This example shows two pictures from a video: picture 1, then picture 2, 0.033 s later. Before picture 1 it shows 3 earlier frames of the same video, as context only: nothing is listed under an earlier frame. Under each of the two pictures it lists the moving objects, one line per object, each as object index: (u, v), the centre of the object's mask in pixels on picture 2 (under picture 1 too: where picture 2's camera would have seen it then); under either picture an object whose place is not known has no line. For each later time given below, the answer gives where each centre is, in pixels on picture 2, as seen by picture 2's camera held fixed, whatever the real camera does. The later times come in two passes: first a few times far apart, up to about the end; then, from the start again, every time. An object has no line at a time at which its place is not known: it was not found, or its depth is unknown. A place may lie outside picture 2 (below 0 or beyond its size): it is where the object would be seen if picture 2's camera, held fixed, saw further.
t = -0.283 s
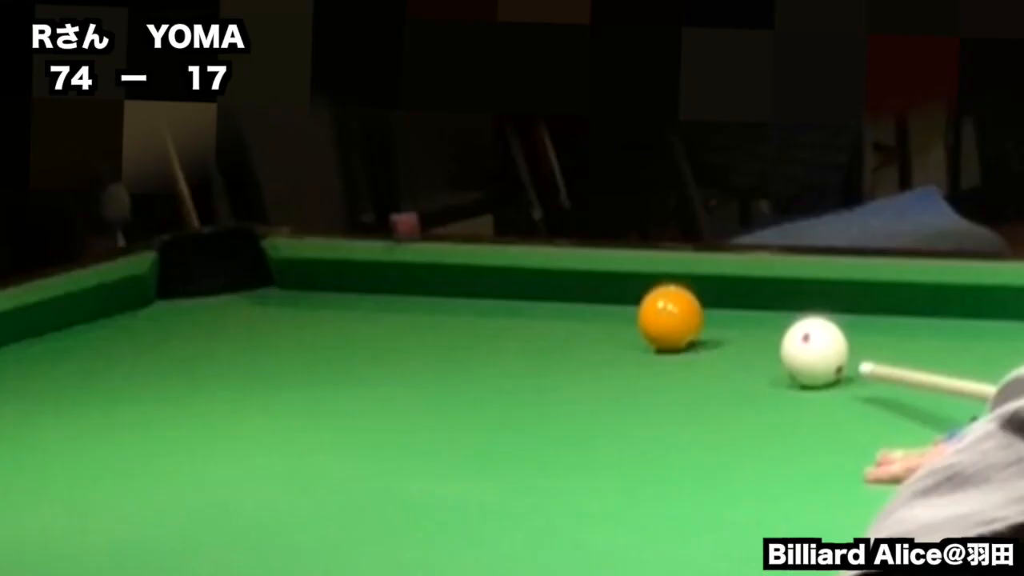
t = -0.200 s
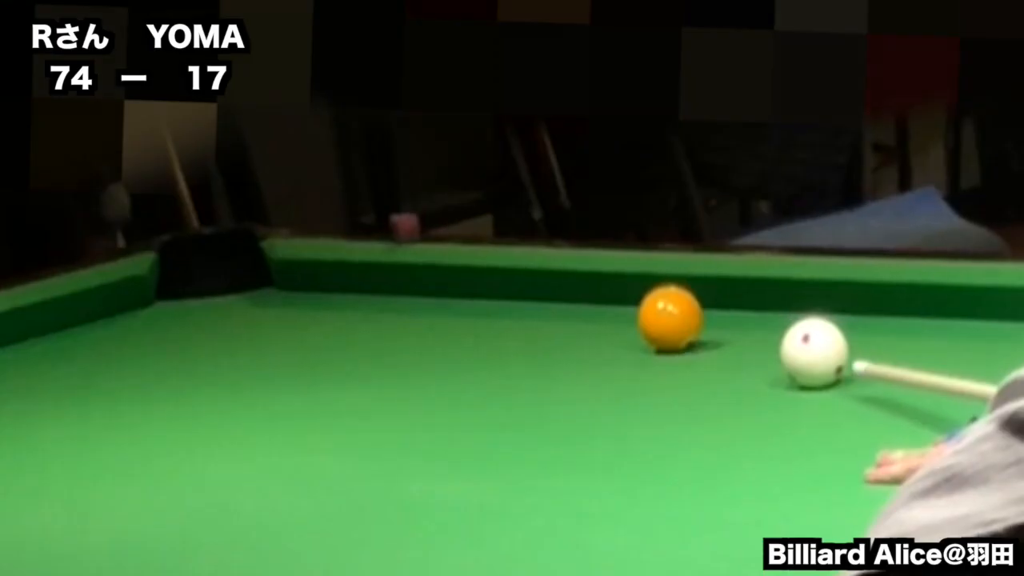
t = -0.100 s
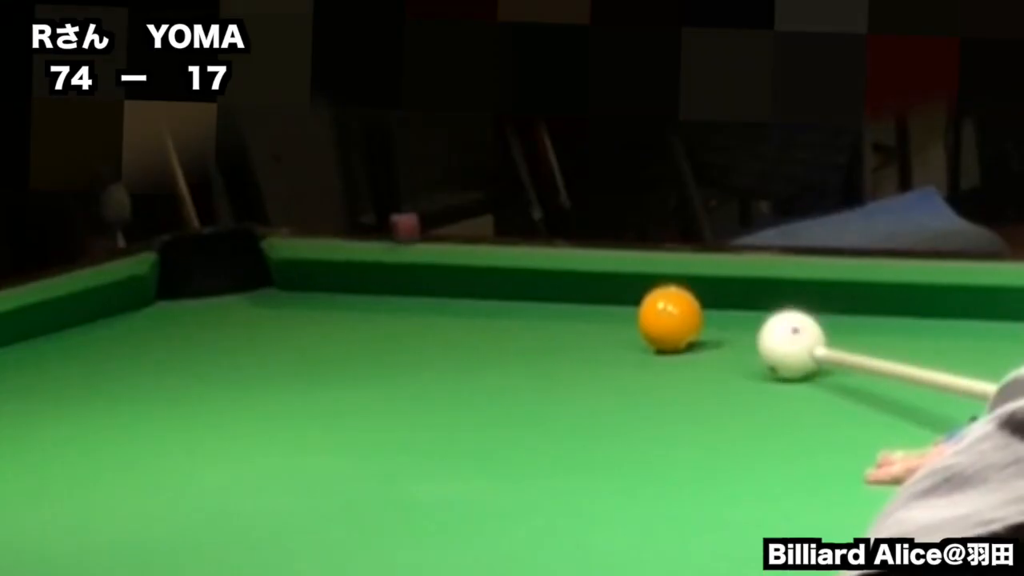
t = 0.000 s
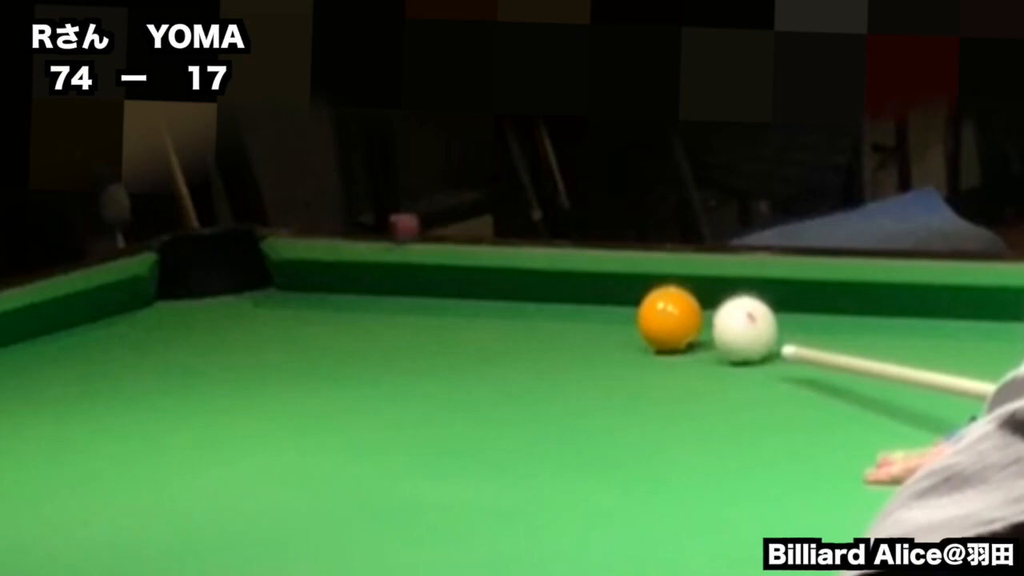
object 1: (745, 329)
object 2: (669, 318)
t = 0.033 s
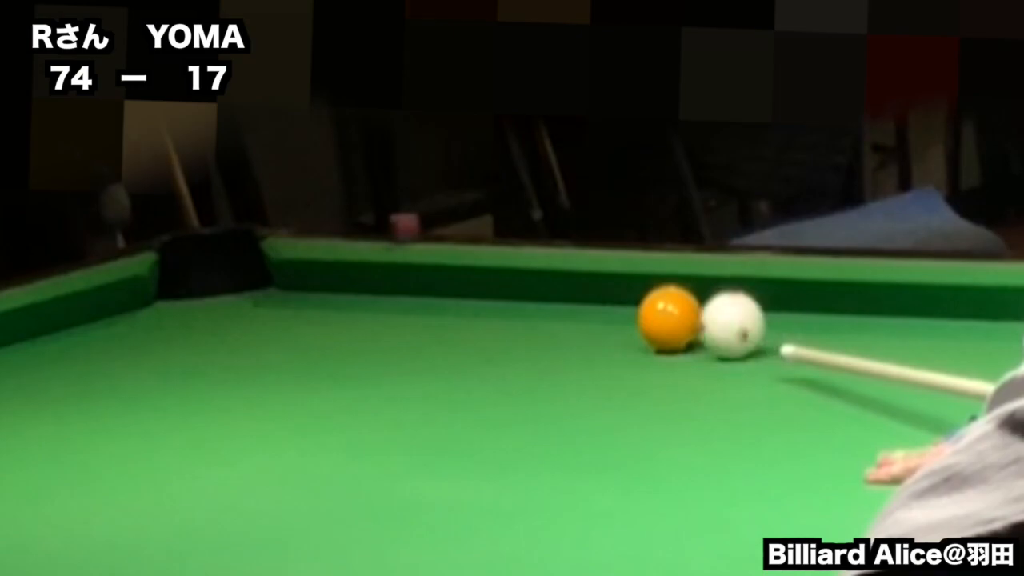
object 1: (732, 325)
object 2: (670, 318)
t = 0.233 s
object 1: (747, 305)
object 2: (597, 315)
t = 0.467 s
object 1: (754, 296)
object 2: (517, 310)
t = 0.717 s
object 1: (725, 306)
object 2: (439, 304)
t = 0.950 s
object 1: (698, 314)
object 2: (371, 300)
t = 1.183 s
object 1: (674, 321)
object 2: (309, 296)
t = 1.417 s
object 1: (653, 327)
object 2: (251, 293)
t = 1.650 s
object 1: (635, 332)
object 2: (198, 289)
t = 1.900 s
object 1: (618, 338)
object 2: (152, 286)
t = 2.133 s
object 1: (607, 341)
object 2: (178, 287)
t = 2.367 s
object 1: (598, 343)
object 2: (201, 288)
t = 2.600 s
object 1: (591, 344)
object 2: (221, 289)
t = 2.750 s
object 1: (590, 343)
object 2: (232, 288)
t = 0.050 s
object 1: (726, 323)
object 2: (668, 318)
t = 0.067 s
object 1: (722, 320)
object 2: (665, 318)
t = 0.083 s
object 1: (725, 319)
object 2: (659, 318)
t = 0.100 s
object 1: (729, 318)
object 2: (650, 317)
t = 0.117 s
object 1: (732, 315)
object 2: (642, 316)
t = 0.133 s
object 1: (734, 315)
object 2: (634, 317)
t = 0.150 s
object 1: (736, 313)
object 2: (627, 316)
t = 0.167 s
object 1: (738, 311)
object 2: (621, 316)
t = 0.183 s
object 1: (741, 310)
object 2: (614, 315)
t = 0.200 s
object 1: (743, 309)
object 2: (609, 315)
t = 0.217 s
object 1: (745, 307)
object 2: (603, 315)
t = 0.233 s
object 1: (747, 305)
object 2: (597, 315)
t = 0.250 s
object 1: (749, 304)
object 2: (591, 314)
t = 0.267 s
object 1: (750, 303)
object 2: (585, 313)
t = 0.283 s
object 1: (753, 302)
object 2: (580, 314)
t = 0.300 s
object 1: (755, 300)
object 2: (573, 313)
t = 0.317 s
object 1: (756, 299)
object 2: (567, 313)
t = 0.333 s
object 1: (759, 298)
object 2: (562, 312)
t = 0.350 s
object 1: (761, 296)
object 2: (556, 312)
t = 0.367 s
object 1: (762, 295)
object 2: (550, 312)
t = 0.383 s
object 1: (764, 293)
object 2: (545, 311)
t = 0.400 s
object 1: (764, 293)
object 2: (539, 311)
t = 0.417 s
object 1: (761, 294)
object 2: (534, 310)
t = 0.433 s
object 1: (758, 295)
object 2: (528, 310)
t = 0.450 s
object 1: (757, 295)
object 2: (522, 310)
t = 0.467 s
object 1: (754, 296)
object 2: (517, 310)
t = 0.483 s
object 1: (752, 296)
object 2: (511, 308)
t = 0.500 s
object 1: (750, 297)
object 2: (506, 308)
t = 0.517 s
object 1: (748, 298)
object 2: (500, 308)
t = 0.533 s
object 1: (746, 298)
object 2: (495, 307)
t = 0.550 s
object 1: (744, 299)
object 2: (490, 308)
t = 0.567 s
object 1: (742, 300)
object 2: (485, 307)
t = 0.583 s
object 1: (740, 301)
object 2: (479, 307)
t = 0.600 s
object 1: (738, 301)
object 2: (474, 306)
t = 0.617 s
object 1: (736, 302)
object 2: (469, 306)
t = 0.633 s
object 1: (735, 302)
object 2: (463, 305)
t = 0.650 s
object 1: (733, 303)
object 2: (459, 305)
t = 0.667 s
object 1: (730, 303)
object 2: (454, 305)
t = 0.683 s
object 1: (728, 304)
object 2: (448, 305)
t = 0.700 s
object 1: (727, 305)
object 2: (444, 304)
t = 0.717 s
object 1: (725, 306)
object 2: (439, 304)
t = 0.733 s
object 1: (722, 306)
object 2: (434, 304)
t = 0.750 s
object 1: (720, 307)
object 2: (428, 304)
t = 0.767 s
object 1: (719, 307)
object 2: (424, 303)
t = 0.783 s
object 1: (717, 308)
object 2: (419, 303)
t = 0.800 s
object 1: (715, 309)
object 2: (414, 302)
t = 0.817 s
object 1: (713, 309)
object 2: (408, 302)
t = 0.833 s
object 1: (711, 309)
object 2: (404, 302)
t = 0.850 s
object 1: (709, 310)
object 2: (399, 301)
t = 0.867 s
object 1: (707, 311)
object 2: (394, 301)
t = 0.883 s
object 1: (705, 312)
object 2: (390, 301)
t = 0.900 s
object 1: (703, 312)
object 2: (385, 300)
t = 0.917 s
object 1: (702, 312)
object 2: (381, 300)
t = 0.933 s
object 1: (699, 313)
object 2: (376, 300)
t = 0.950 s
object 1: (698, 314)
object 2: (371, 300)
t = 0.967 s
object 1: (696, 315)
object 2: (367, 300)
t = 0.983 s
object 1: (694, 315)
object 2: (362, 300)
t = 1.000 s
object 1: (693, 315)
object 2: (358, 299)
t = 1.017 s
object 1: (691, 316)
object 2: (353, 299)
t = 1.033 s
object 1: (689, 316)
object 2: (349, 298)
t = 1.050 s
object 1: (687, 317)
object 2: (344, 298)
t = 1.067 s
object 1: (686, 317)
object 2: (340, 298)
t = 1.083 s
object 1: (684, 318)
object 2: (334, 298)
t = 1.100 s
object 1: (682, 318)
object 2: (330, 297)
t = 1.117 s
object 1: (680, 319)
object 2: (326, 297)
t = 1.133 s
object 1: (679, 320)
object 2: (322, 297)
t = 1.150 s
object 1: (677, 321)
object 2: (317, 297)
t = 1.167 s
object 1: (675, 321)
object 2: (313, 297)
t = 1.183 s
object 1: (674, 321)
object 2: (309, 296)
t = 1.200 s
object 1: (672, 321)
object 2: (305, 296)
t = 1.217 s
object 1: (671, 322)
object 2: (301, 296)
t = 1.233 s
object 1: (669, 322)
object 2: (296, 295)
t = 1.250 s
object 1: (667, 323)
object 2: (293, 296)
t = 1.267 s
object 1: (666, 323)
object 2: (288, 295)
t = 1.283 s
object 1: (664, 324)
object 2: (284, 295)
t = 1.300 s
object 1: (663, 325)
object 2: (280, 295)
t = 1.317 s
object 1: (662, 325)
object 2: (276, 295)
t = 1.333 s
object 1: (660, 326)
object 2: (272, 294)
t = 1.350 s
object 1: (658, 326)
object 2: (267, 293)
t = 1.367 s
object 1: (657, 326)
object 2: (264, 293)
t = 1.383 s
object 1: (656, 327)
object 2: (259, 294)
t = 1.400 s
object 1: (654, 327)
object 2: (256, 293)
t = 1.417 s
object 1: (653, 327)
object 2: (251, 293)
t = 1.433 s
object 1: (651, 328)
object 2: (248, 293)
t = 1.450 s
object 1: (650, 328)
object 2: (244, 292)
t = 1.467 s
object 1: (649, 329)
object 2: (240, 292)
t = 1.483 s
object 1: (647, 329)
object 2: (236, 292)
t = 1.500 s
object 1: (646, 329)
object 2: (232, 291)
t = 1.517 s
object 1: (645, 329)
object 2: (229, 290)
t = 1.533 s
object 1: (644, 330)
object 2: (225, 291)
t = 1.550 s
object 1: (642, 330)
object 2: (221, 290)
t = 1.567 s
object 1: (641, 331)
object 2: (217, 290)
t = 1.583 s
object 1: (640, 331)
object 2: (213, 290)
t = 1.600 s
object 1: (638, 331)
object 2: (210, 289)
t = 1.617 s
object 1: (637, 332)
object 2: (205, 290)
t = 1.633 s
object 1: (636, 332)
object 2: (202, 290)
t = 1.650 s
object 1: (635, 332)
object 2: (198, 289)
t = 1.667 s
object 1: (633, 333)
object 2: (194, 290)
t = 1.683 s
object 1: (633, 333)
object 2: (191, 289)
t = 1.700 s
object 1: (632, 333)
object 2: (188, 289)
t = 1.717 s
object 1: (630, 334)
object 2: (184, 289)
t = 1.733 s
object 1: (629, 335)
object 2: (180, 289)
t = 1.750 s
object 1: (628, 334)
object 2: (178, 288)
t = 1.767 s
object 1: (627, 335)
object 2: (173, 288)
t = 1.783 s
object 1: (626, 335)
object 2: (170, 288)
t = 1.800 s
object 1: (624, 336)
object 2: (167, 287)
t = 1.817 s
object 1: (623, 337)
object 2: (163, 288)
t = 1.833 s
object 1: (622, 336)
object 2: (159, 287)
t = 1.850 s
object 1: (621, 337)
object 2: (155, 287)
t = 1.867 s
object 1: (620, 337)
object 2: (152, 286)
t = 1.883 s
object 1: (619, 338)
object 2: (150, 286)
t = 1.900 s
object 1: (618, 338)
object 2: (152, 286)
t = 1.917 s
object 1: (618, 338)
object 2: (154, 287)
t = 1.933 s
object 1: (617, 338)
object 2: (155, 286)
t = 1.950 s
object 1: (616, 339)
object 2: (157, 286)
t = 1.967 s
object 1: (615, 339)
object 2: (160, 287)
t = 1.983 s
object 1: (614, 339)
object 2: (162, 287)
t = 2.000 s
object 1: (613, 340)
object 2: (163, 287)
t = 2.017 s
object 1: (612, 339)
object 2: (165, 287)
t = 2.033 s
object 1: (611, 340)
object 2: (167, 287)
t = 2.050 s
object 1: (610, 340)
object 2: (169, 287)
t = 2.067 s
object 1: (610, 340)
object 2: (171, 287)
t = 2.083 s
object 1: (609, 340)
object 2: (173, 287)
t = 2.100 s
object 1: (608, 341)
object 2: (175, 287)
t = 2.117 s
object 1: (607, 341)
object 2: (176, 287)
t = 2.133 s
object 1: (607, 341)
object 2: (178, 287)
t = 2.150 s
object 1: (606, 341)
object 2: (180, 287)
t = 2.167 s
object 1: (605, 341)
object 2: (182, 287)
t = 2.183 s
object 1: (605, 342)
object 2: (184, 288)
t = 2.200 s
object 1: (604, 342)
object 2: (185, 287)
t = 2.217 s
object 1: (603, 342)
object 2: (187, 287)
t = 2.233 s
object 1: (602, 342)
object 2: (188, 288)
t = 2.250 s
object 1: (602, 342)
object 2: (190, 288)
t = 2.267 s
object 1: (601, 343)
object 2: (192, 288)
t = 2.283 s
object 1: (600, 343)
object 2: (194, 288)
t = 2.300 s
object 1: (600, 342)
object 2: (195, 288)
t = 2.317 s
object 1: (599, 343)
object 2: (197, 288)
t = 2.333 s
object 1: (599, 343)
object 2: (198, 288)
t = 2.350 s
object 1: (598, 343)
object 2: (200, 288)
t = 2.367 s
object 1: (598, 343)
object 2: (201, 288)
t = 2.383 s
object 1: (597, 343)
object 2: (203, 288)
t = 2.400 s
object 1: (597, 343)
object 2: (203, 288)
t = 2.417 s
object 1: (596, 343)
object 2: (205, 287)
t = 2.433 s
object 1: (596, 343)
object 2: (207, 288)
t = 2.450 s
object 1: (595, 343)
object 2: (208, 288)
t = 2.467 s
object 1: (595, 343)
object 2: (210, 288)
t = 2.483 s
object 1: (594, 344)
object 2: (211, 289)
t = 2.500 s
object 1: (594, 343)
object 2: (213, 288)
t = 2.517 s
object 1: (593, 344)
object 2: (214, 288)
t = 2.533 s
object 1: (593, 344)
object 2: (216, 289)
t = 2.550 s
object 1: (592, 344)
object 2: (217, 289)
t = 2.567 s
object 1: (592, 344)
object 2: (218, 289)
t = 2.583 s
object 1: (592, 343)
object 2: (220, 288)
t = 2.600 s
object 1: (591, 344)
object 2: (221, 289)
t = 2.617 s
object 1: (591, 343)
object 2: (222, 288)
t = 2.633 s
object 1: (591, 344)
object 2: (224, 289)
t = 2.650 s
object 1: (591, 344)
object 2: (225, 288)
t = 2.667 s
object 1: (590, 344)
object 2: (226, 288)
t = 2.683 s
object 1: (590, 344)
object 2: (228, 289)
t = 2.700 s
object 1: (590, 343)
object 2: (229, 288)
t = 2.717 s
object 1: (590, 344)
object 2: (230, 289)
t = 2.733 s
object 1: (590, 343)
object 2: (231, 288)
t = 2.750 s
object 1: (590, 343)
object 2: (232, 288)
